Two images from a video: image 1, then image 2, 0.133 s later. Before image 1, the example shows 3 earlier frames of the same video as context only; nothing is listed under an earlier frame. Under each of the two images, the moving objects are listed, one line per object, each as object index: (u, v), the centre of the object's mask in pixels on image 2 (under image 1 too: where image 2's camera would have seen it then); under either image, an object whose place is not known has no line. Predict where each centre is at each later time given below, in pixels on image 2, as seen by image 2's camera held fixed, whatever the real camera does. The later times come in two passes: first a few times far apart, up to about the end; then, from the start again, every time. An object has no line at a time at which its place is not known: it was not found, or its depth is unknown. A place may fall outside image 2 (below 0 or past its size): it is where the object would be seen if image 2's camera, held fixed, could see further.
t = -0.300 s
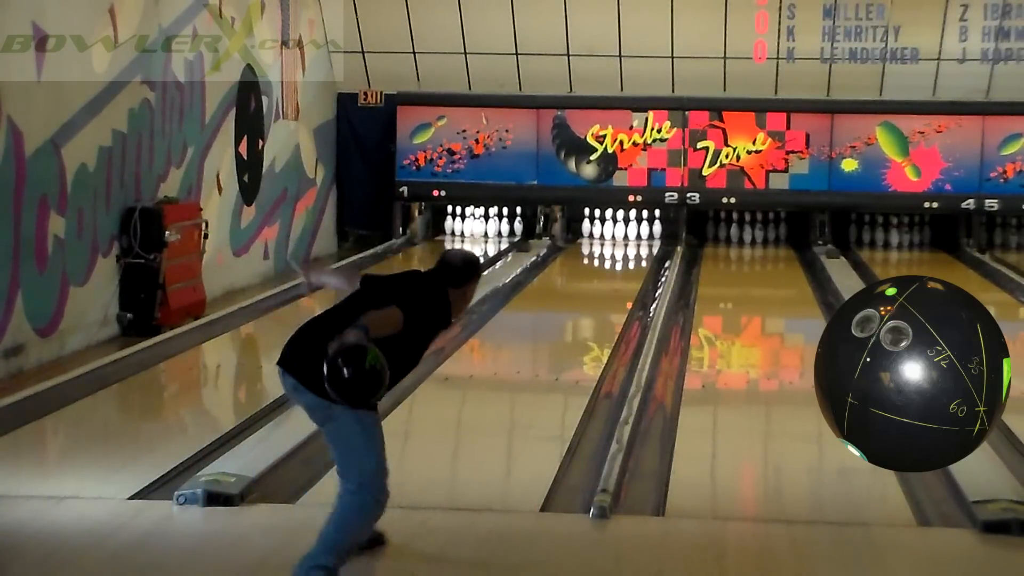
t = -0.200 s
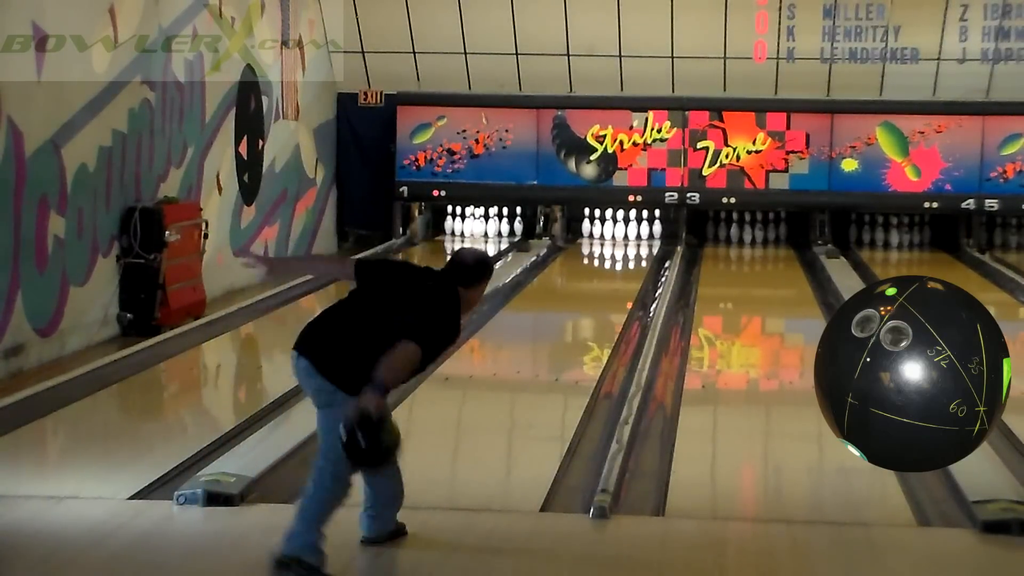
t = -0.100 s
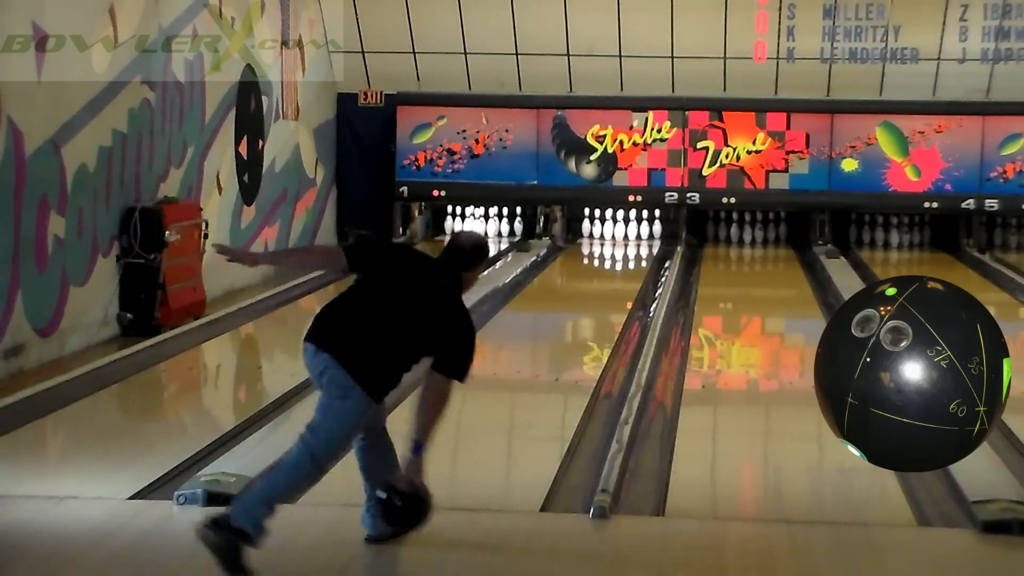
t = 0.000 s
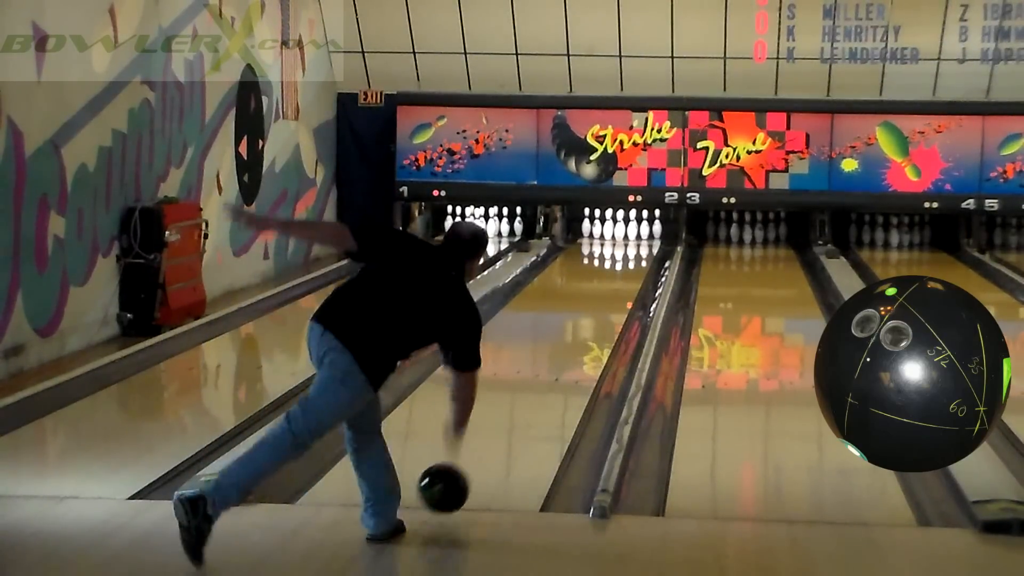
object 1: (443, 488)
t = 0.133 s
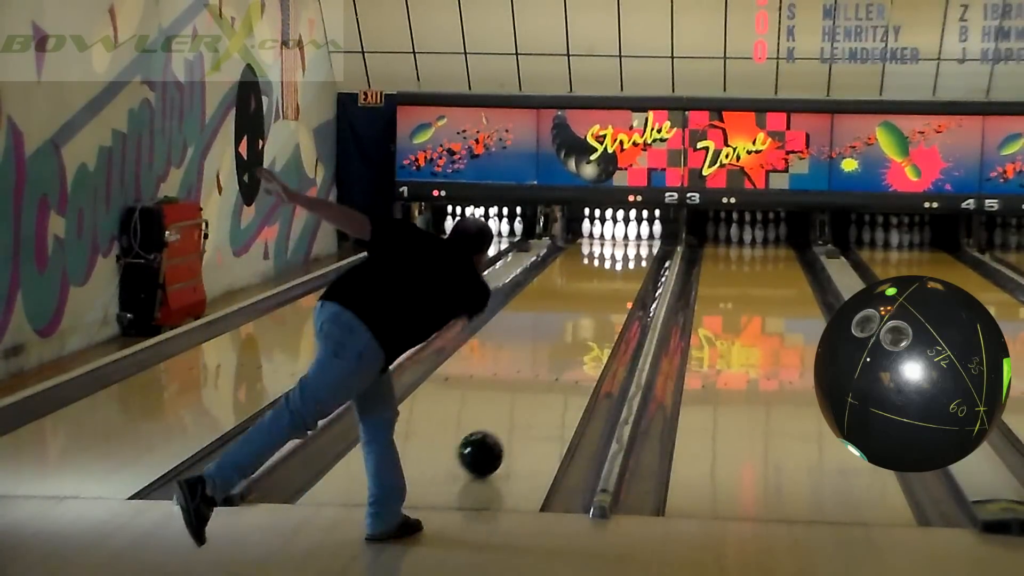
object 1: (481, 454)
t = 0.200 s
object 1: (496, 436)
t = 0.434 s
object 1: (539, 384)
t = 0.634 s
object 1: (565, 352)
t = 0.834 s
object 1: (584, 327)
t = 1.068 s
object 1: (602, 303)
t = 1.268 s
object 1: (613, 287)
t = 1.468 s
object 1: (620, 274)
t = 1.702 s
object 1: (626, 260)
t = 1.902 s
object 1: (629, 250)
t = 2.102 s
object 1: (629, 242)
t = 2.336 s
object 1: (625, 235)
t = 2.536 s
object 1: (625, 232)
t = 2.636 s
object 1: (625, 230)
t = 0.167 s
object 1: (489, 445)
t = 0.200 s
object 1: (496, 436)
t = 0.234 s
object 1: (503, 428)
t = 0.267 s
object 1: (510, 420)
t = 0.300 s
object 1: (516, 412)
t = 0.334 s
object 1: (522, 405)
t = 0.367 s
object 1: (528, 398)
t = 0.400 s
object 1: (533, 391)
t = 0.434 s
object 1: (539, 384)
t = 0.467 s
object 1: (543, 378)
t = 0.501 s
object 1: (548, 373)
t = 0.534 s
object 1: (553, 367)
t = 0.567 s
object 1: (557, 362)
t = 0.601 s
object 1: (561, 357)
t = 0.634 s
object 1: (565, 352)
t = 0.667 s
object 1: (568, 348)
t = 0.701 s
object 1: (572, 343)
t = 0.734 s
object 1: (575, 339)
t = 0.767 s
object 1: (578, 335)
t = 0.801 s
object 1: (582, 331)
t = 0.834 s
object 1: (584, 327)
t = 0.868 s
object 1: (587, 323)
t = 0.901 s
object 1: (590, 320)
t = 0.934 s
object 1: (593, 316)
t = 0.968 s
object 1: (595, 313)
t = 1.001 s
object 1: (597, 309)
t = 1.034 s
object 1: (599, 306)
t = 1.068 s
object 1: (602, 303)
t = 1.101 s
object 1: (604, 300)
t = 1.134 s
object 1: (606, 297)
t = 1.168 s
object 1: (608, 295)
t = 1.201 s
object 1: (609, 292)
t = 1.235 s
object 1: (611, 290)
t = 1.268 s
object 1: (613, 287)
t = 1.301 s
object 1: (614, 285)
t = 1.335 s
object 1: (615, 282)
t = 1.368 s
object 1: (617, 280)
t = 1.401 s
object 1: (618, 278)
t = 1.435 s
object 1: (619, 276)
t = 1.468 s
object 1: (620, 274)
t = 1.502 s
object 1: (621, 271)
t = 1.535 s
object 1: (622, 269)
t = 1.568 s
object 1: (624, 267)
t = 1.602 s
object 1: (624, 266)
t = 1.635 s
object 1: (625, 264)
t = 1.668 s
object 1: (626, 262)
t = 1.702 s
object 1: (626, 260)
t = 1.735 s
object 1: (627, 258)
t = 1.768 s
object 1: (628, 257)
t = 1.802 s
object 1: (628, 255)
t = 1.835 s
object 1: (629, 253)
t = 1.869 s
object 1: (629, 252)
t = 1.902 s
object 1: (629, 250)
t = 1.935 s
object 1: (629, 249)
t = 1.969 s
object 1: (629, 247)
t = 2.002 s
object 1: (630, 246)
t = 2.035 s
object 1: (629, 245)
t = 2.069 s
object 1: (629, 244)
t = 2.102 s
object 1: (629, 242)
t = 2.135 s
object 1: (628, 241)
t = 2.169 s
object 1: (628, 240)
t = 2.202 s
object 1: (628, 239)
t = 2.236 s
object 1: (627, 238)
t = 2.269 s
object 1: (626, 237)
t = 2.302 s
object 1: (626, 236)
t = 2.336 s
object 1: (625, 235)
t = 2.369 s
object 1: (624, 235)
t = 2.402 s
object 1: (625, 234)
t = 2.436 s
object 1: (625, 233)
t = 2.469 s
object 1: (625, 233)
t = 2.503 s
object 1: (626, 232)
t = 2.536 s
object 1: (625, 232)
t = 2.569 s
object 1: (625, 231)
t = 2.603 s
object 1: (625, 231)
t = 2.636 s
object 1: (625, 230)
